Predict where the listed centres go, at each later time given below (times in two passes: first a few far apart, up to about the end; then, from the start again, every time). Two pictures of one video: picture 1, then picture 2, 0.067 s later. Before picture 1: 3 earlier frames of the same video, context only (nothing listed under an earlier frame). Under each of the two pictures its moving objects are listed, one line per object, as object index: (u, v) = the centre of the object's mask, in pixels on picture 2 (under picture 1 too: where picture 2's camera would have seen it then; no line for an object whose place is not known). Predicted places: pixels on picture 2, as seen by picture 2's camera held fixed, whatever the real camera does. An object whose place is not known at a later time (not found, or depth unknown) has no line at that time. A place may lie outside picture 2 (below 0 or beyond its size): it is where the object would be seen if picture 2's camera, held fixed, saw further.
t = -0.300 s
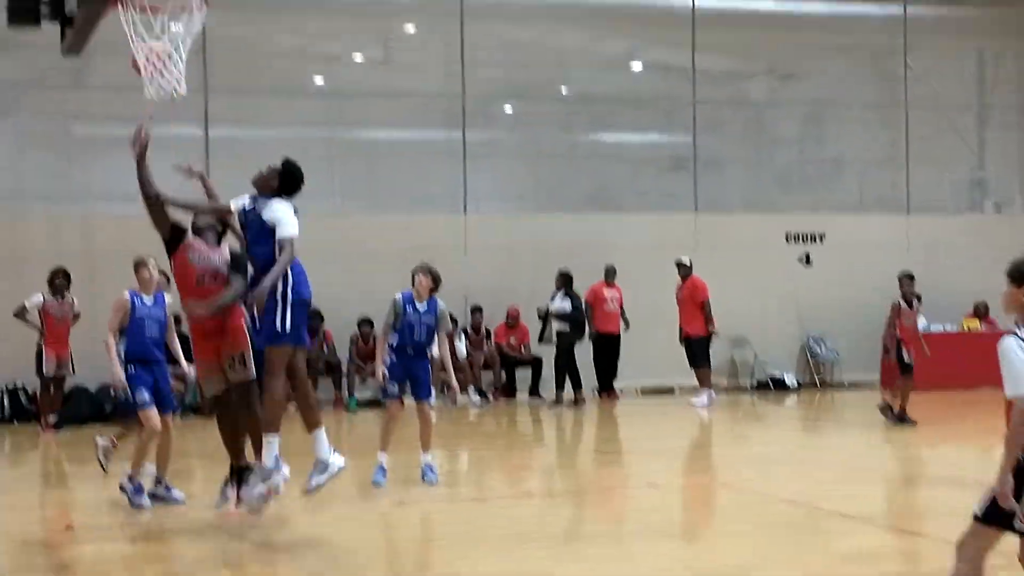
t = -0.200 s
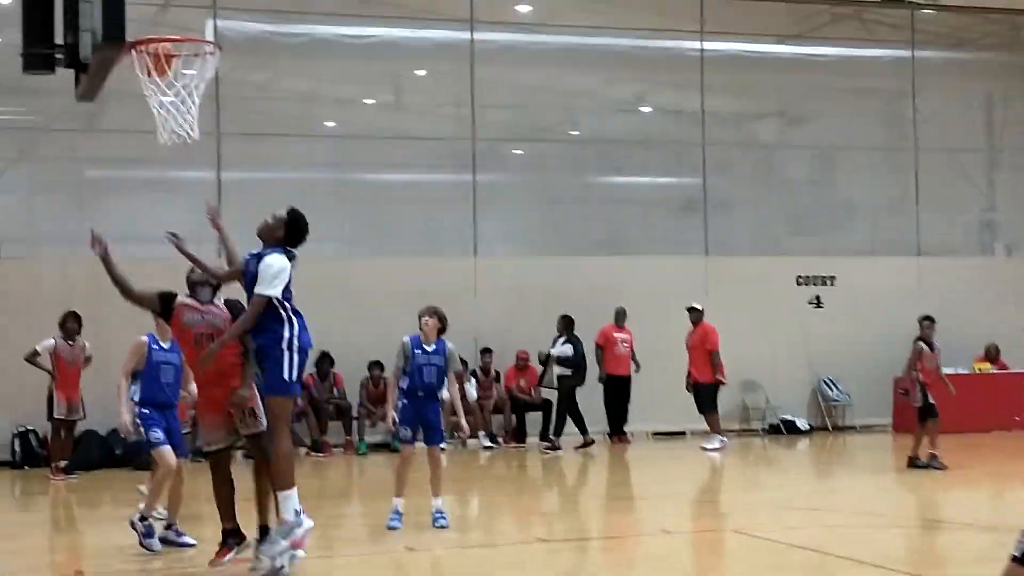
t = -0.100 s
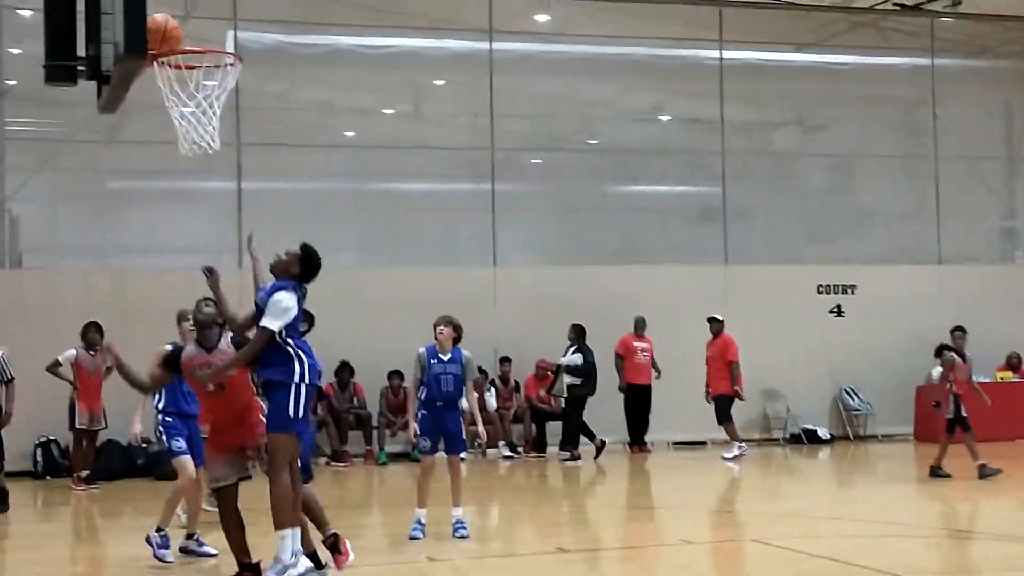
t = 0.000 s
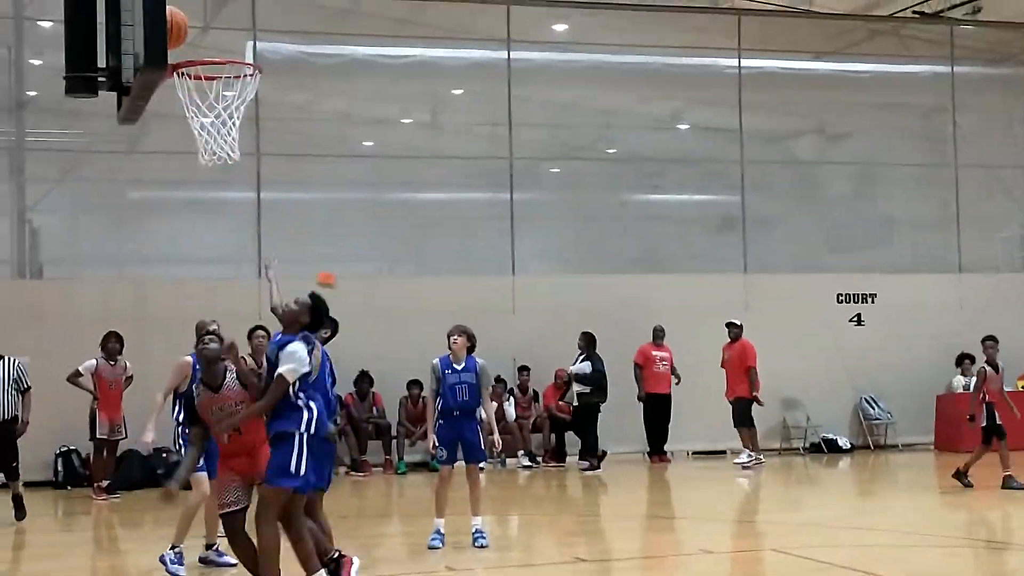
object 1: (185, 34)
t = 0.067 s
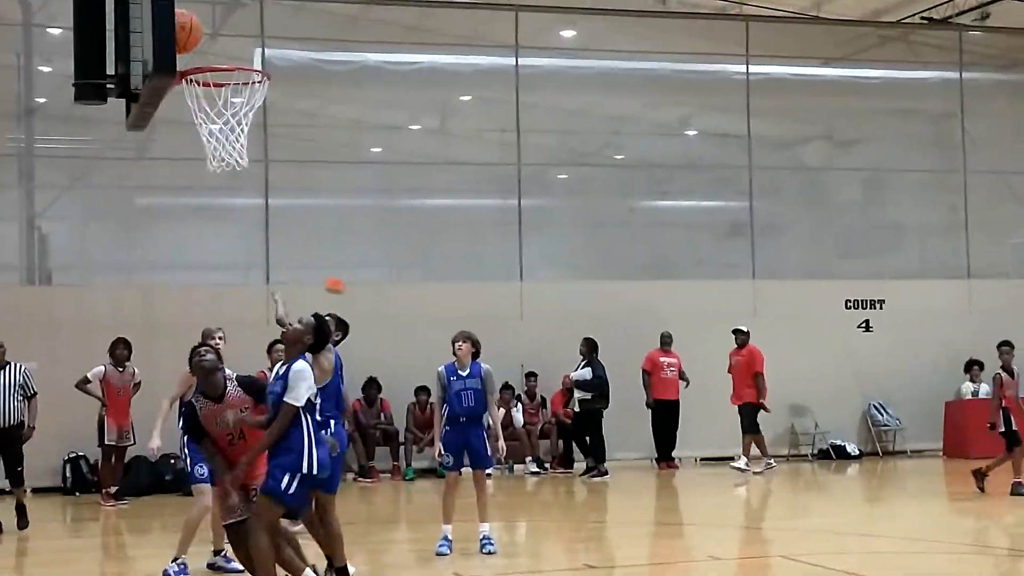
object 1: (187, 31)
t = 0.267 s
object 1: (223, 46)
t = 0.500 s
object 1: (262, 52)
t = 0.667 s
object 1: (276, 61)
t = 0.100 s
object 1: (190, 34)
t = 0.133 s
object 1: (194, 37)
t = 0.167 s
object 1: (198, 43)
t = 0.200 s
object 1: (204, 49)
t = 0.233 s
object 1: (213, 47)
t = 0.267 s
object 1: (223, 46)
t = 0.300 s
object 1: (233, 46)
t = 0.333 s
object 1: (242, 48)
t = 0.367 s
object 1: (252, 51)
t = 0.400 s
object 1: (257, 52)
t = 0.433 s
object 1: (258, 50)
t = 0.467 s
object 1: (260, 50)
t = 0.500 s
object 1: (262, 52)
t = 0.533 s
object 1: (265, 54)
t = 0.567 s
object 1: (268, 55)
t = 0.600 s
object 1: (270, 56)
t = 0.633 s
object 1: (273, 57)
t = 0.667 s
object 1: (276, 61)
